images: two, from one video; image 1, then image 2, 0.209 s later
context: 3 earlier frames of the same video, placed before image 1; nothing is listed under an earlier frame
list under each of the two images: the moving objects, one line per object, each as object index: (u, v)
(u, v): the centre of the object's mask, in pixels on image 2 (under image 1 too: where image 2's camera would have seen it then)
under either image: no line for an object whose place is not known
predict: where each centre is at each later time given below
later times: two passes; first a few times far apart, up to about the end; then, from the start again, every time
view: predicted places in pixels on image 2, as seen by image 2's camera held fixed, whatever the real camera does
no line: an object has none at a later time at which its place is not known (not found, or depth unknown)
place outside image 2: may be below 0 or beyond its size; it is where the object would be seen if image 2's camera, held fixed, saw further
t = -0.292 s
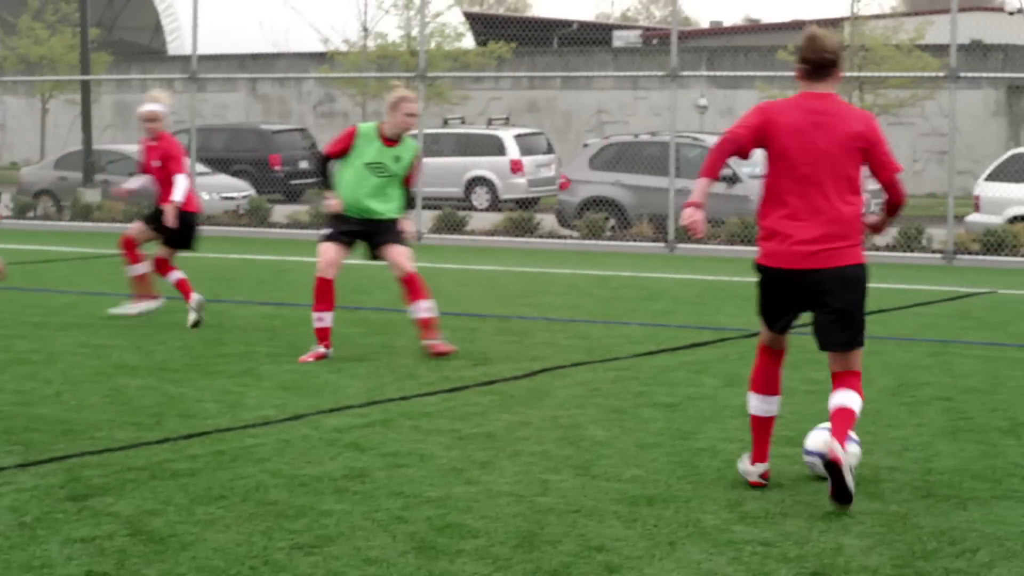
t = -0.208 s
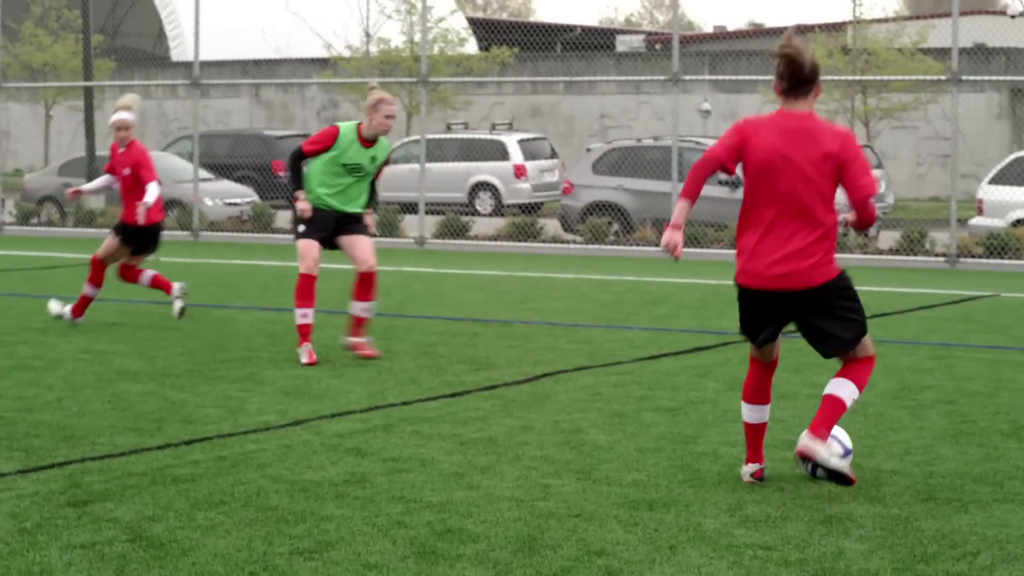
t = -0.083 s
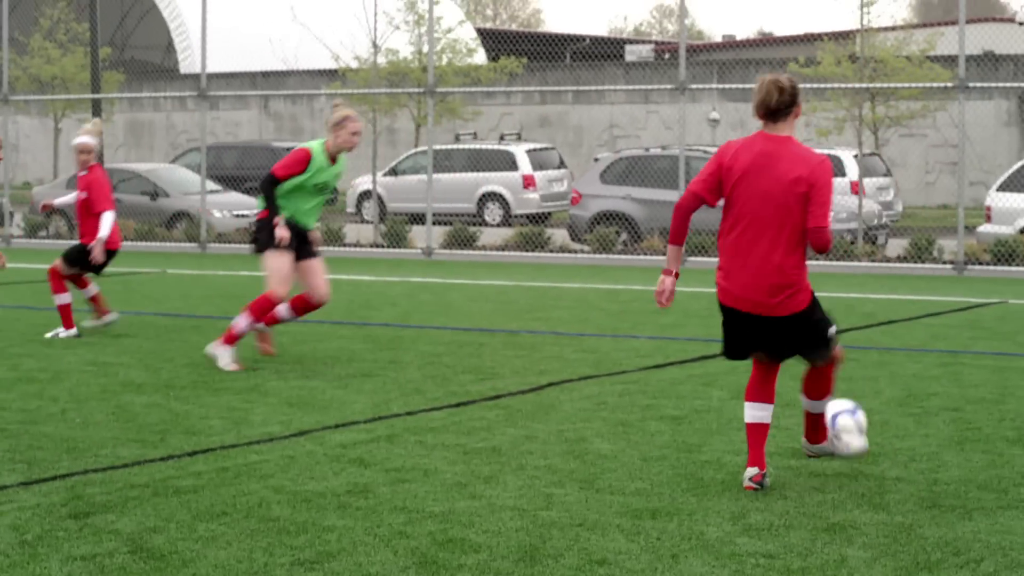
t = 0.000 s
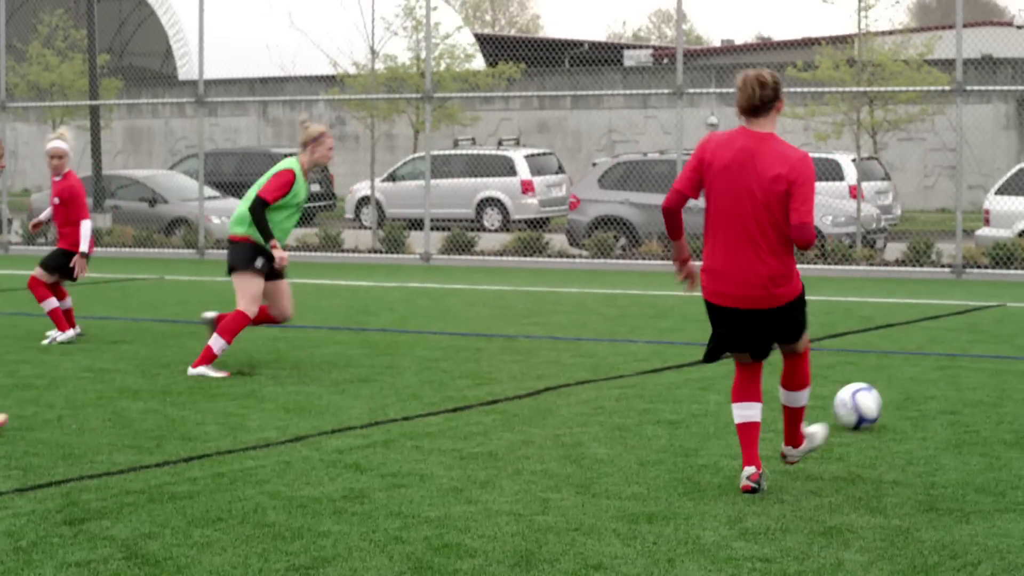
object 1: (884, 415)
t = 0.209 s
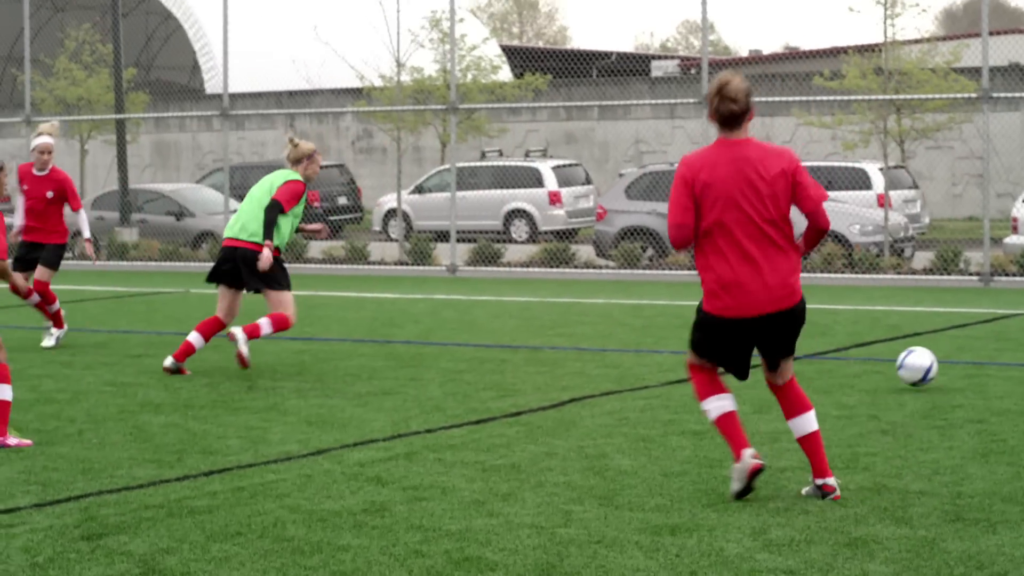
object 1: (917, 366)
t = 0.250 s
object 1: (923, 366)
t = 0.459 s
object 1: (940, 328)
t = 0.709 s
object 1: (956, 318)
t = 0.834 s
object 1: (962, 314)
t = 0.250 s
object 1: (923, 366)
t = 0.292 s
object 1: (926, 356)
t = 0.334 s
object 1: (930, 344)
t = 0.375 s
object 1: (934, 335)
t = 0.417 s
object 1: (937, 330)
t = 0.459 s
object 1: (940, 328)
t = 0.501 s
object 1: (944, 329)
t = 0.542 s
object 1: (948, 332)
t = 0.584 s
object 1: (949, 330)
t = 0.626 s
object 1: (951, 323)
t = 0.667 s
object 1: (954, 319)
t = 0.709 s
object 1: (956, 318)
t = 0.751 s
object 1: (958, 319)
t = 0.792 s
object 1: (960, 319)
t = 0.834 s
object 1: (962, 314)
